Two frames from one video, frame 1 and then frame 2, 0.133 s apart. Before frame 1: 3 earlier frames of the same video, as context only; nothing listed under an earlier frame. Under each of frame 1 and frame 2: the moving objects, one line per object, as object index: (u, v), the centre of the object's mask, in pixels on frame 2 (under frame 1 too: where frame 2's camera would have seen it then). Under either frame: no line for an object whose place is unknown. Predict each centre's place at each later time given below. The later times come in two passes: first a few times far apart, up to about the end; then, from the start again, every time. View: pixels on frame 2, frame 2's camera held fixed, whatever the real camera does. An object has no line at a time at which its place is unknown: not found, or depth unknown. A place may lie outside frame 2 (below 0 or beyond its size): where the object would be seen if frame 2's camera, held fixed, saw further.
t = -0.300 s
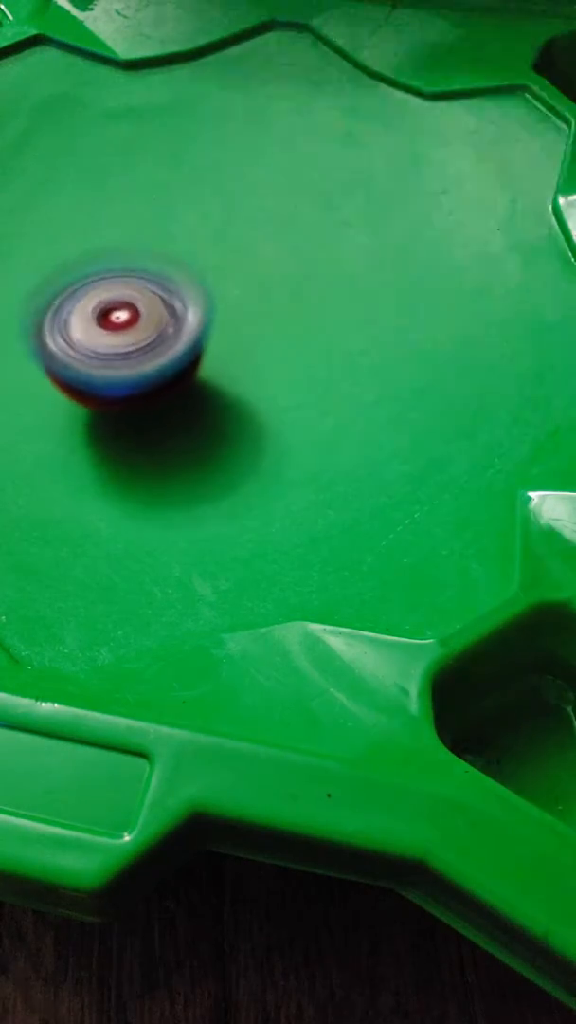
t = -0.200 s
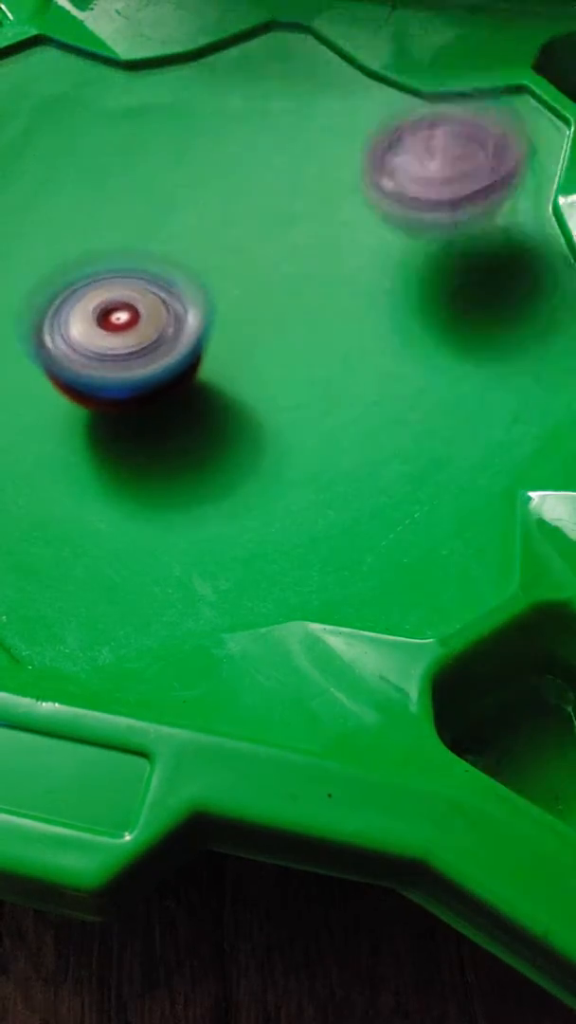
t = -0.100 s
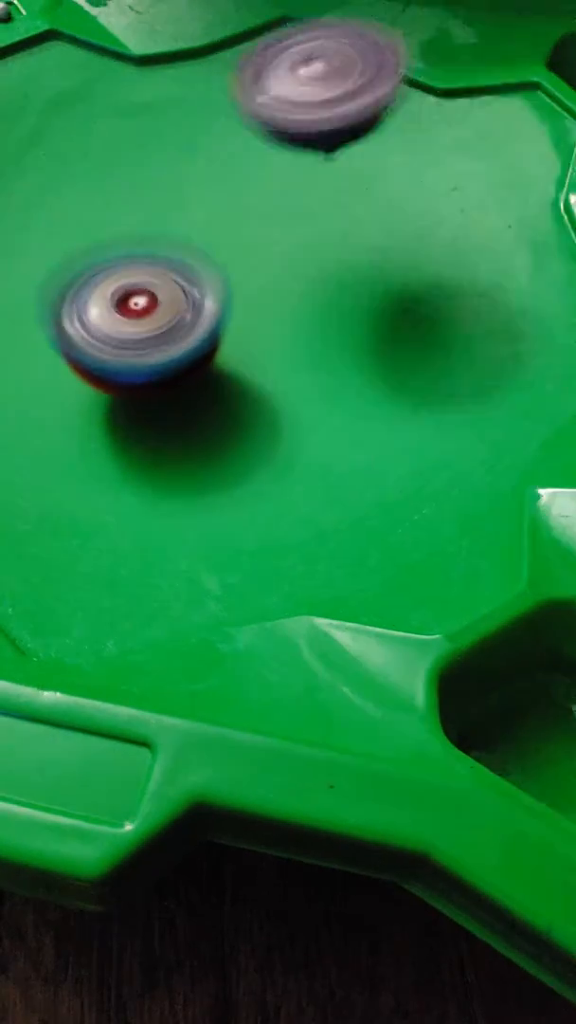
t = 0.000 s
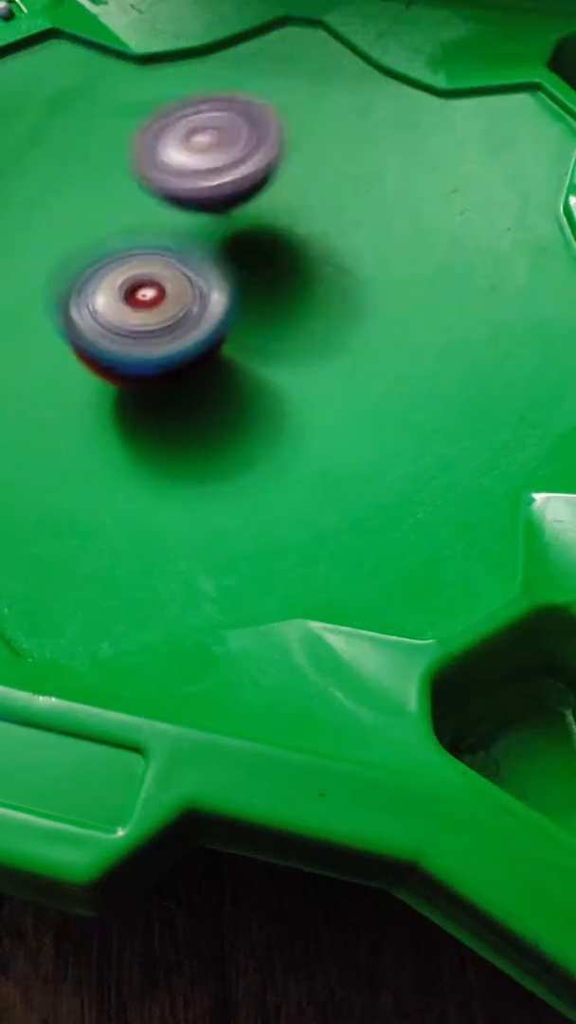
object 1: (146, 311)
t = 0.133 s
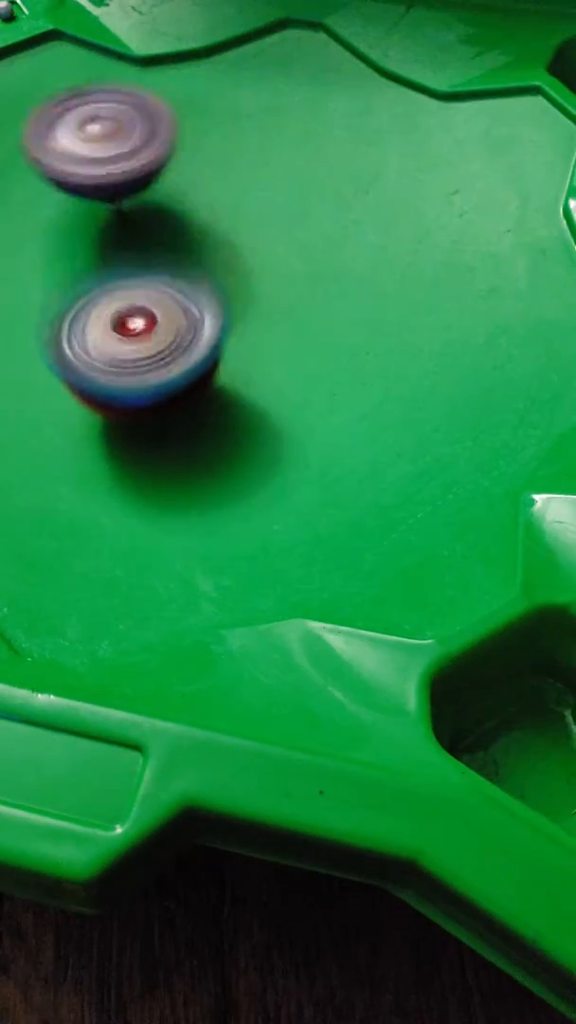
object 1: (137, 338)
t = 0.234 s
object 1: (158, 363)
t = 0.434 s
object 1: (224, 348)
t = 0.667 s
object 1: (237, 278)
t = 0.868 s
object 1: (180, 232)
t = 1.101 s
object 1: (112, 242)
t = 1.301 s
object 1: (116, 280)
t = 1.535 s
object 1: (204, 303)
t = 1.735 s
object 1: (278, 278)
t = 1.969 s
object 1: (312, 270)
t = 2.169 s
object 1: (319, 279)
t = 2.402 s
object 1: (363, 292)
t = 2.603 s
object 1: (358, 281)
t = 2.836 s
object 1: (353, 258)
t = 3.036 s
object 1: (290, 263)
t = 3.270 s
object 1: (281, 240)
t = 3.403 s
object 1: (232, 273)
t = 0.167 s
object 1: (142, 349)
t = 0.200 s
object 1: (150, 358)
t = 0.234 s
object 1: (158, 363)
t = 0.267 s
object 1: (169, 367)
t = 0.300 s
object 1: (181, 368)
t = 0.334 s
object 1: (193, 366)
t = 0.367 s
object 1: (204, 361)
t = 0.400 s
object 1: (215, 356)
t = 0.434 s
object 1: (224, 348)
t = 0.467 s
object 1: (232, 340)
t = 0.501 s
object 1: (238, 331)
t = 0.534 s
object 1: (243, 320)
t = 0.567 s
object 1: (245, 310)
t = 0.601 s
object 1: (244, 299)
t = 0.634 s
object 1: (242, 290)
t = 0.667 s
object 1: (237, 278)
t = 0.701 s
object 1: (231, 268)
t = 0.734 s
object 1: (222, 260)
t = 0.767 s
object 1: (212, 250)
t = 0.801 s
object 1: (202, 241)
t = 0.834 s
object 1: (191, 236)
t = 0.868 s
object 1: (180, 232)
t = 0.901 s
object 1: (168, 228)
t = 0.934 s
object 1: (157, 231)
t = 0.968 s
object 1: (147, 231)
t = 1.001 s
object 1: (137, 230)
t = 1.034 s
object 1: (128, 232)
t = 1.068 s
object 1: (119, 236)
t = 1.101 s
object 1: (112, 242)
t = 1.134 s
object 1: (108, 247)
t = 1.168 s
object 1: (105, 253)
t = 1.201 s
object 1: (104, 262)
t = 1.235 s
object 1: (105, 271)
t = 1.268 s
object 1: (110, 273)
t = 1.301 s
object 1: (116, 280)
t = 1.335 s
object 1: (125, 286)
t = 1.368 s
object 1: (136, 294)
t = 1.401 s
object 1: (148, 299)
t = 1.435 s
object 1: (162, 302)
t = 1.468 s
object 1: (175, 303)
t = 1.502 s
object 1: (188, 305)
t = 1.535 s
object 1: (204, 303)
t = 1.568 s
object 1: (220, 299)
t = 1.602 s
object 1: (234, 295)
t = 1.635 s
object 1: (247, 290)
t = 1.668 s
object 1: (258, 280)
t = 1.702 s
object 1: (268, 278)
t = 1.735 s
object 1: (278, 278)
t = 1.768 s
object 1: (285, 274)
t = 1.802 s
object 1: (287, 273)
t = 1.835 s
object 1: (295, 271)
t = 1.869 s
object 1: (300, 269)
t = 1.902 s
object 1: (304, 266)
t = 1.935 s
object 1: (308, 269)
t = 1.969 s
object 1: (312, 270)
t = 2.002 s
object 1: (315, 271)
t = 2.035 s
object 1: (318, 273)
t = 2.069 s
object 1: (320, 275)
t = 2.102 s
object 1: (321, 276)
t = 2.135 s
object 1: (320, 278)
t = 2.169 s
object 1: (319, 279)
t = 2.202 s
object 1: (318, 280)
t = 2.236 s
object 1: (318, 283)
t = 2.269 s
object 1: (331, 286)
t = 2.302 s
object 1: (342, 290)
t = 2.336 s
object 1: (350, 292)
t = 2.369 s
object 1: (359, 292)
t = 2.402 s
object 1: (363, 292)
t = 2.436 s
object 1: (367, 290)
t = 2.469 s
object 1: (371, 289)
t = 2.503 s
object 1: (370, 286)
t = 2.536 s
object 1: (369, 285)
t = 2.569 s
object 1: (362, 283)
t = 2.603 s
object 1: (358, 281)
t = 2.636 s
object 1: (360, 279)
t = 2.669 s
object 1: (359, 276)
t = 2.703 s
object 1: (357, 275)
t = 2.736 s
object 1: (358, 271)
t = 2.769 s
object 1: (360, 267)
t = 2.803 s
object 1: (359, 263)
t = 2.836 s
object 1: (353, 258)
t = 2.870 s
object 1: (348, 255)
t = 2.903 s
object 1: (338, 253)
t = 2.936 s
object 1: (328, 253)
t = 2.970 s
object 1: (316, 255)
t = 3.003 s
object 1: (301, 258)
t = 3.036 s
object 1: (290, 263)
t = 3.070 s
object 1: (298, 258)
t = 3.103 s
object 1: (305, 253)
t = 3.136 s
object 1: (307, 248)
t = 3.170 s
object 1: (306, 245)
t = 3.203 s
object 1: (300, 241)
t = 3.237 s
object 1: (293, 240)
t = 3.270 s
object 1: (281, 240)
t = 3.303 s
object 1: (268, 244)
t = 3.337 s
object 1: (256, 251)
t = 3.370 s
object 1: (244, 261)
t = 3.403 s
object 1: (232, 273)
